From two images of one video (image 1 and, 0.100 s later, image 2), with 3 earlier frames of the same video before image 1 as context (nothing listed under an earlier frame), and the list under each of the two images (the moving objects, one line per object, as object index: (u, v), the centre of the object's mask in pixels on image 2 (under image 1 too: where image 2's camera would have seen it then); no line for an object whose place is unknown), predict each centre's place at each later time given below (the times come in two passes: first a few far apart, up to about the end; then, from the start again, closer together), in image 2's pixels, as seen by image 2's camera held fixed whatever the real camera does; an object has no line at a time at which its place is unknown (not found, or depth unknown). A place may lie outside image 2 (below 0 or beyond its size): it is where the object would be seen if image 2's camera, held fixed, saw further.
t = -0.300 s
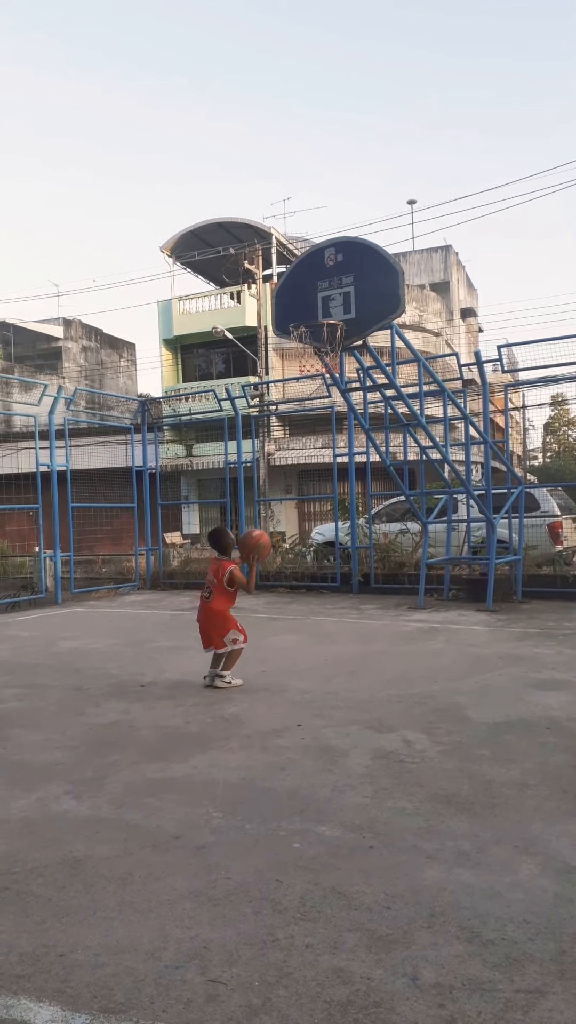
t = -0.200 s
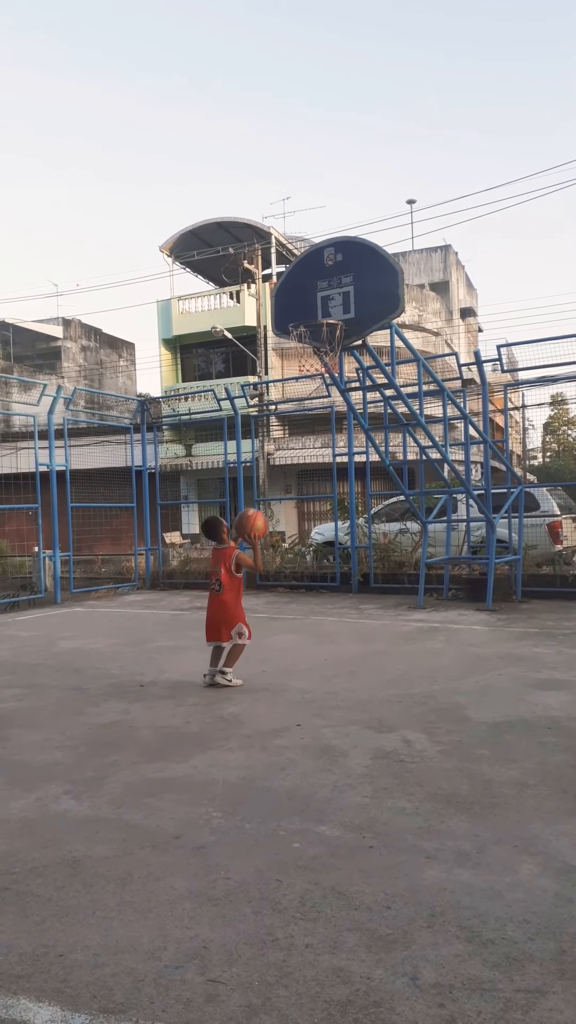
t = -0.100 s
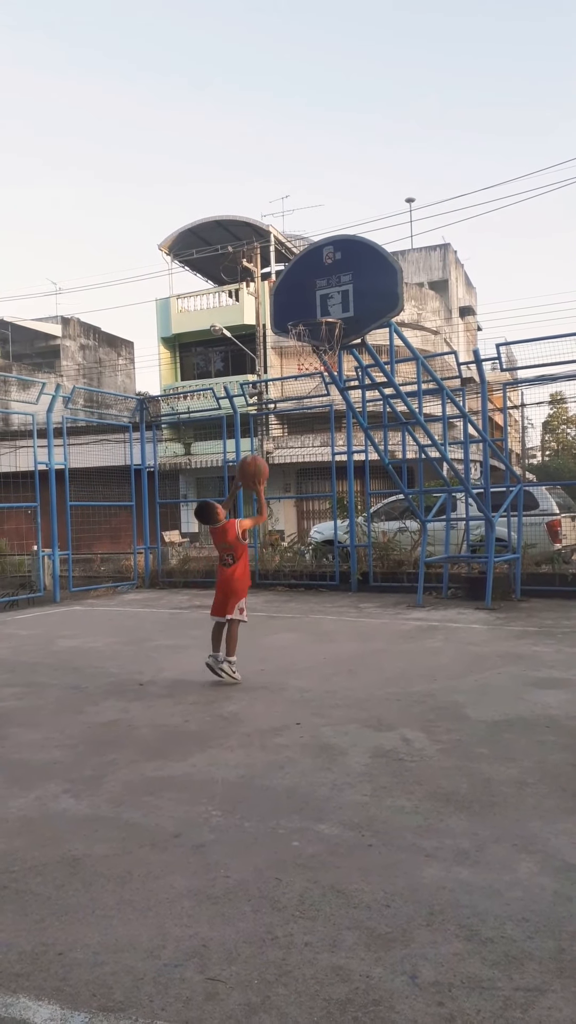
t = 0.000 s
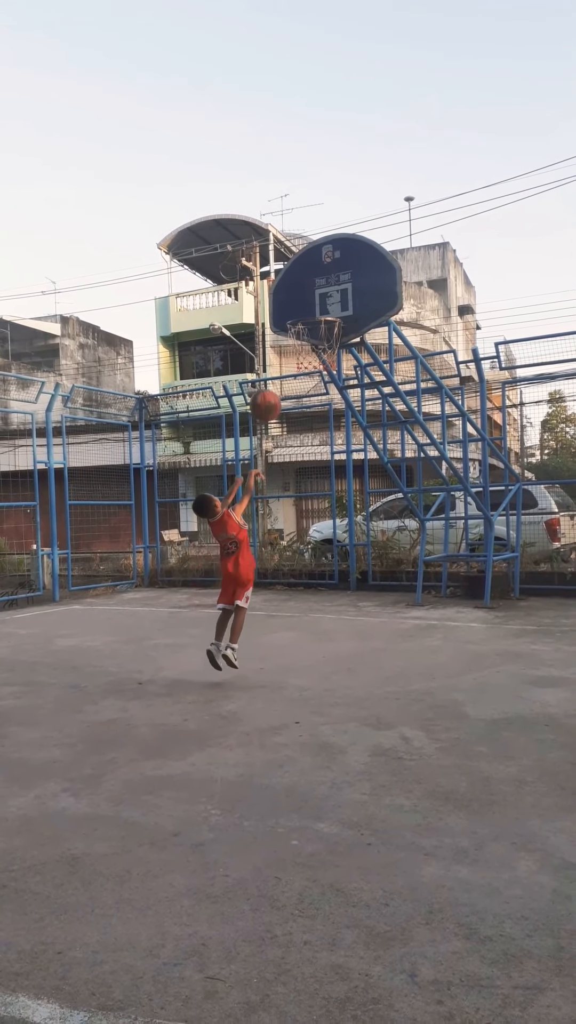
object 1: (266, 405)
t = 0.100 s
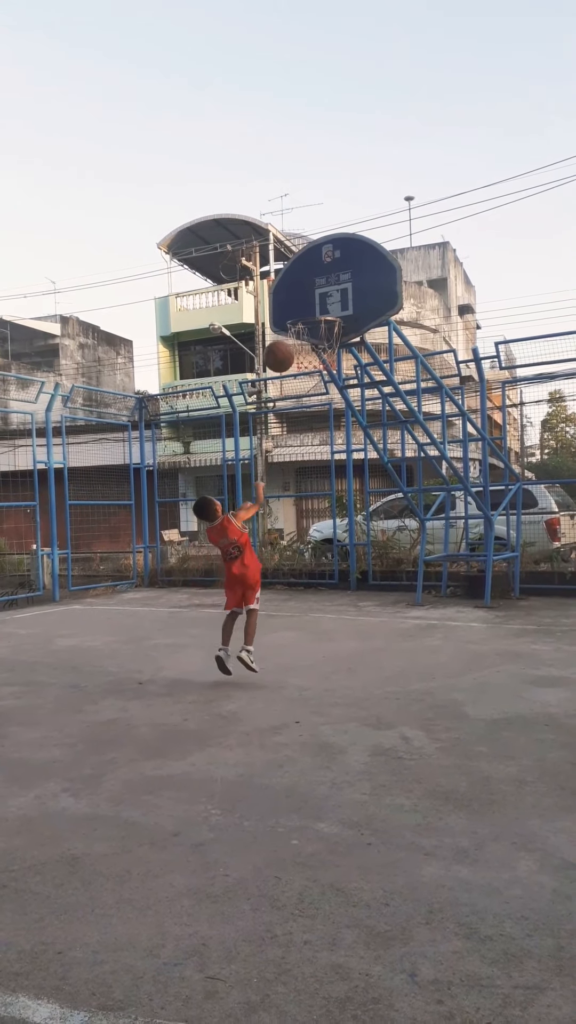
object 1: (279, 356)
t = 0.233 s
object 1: (296, 316)
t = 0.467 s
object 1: (327, 303)
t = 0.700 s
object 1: (328, 299)
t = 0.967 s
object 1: (319, 305)
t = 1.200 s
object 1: (307, 343)
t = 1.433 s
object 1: (299, 436)
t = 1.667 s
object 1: (293, 587)
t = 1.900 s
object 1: (293, 539)
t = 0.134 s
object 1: (283, 344)
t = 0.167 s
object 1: (287, 333)
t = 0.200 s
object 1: (291, 324)
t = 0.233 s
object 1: (296, 316)
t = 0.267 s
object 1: (300, 310)
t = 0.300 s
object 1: (303, 305)
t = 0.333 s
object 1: (308, 302)
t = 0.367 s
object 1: (311, 299)
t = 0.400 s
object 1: (316, 298)
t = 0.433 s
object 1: (319, 299)
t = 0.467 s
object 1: (327, 303)
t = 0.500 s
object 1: (331, 306)
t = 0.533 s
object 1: (332, 306)
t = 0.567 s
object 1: (331, 304)
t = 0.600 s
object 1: (330, 301)
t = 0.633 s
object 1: (329, 300)
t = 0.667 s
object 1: (329, 299)
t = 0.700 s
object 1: (328, 299)
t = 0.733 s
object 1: (327, 301)
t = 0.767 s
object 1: (327, 303)
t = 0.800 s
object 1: (326, 306)
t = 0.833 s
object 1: (326, 309)
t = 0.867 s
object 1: (325, 307)
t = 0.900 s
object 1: (323, 306)
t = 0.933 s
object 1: (321, 305)
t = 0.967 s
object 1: (319, 305)
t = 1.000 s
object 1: (317, 306)
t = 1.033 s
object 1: (315, 308)
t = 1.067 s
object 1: (314, 310)
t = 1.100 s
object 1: (312, 319)
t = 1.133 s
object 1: (311, 326)
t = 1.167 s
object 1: (309, 334)
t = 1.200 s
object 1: (307, 343)
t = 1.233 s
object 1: (305, 354)
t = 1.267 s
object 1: (304, 364)
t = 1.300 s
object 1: (303, 376)
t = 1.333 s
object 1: (301, 389)
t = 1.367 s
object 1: (301, 404)
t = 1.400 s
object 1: (301, 419)
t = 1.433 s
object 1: (299, 436)
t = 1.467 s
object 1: (297, 454)
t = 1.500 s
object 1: (297, 473)
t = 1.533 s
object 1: (296, 493)
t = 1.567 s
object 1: (295, 515)
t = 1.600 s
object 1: (295, 538)
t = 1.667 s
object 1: (293, 587)
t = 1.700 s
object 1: (292, 614)
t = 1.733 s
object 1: (292, 639)
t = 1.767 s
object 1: (292, 617)
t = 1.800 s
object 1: (292, 595)
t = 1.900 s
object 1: (293, 539)
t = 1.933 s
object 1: (293, 522)
